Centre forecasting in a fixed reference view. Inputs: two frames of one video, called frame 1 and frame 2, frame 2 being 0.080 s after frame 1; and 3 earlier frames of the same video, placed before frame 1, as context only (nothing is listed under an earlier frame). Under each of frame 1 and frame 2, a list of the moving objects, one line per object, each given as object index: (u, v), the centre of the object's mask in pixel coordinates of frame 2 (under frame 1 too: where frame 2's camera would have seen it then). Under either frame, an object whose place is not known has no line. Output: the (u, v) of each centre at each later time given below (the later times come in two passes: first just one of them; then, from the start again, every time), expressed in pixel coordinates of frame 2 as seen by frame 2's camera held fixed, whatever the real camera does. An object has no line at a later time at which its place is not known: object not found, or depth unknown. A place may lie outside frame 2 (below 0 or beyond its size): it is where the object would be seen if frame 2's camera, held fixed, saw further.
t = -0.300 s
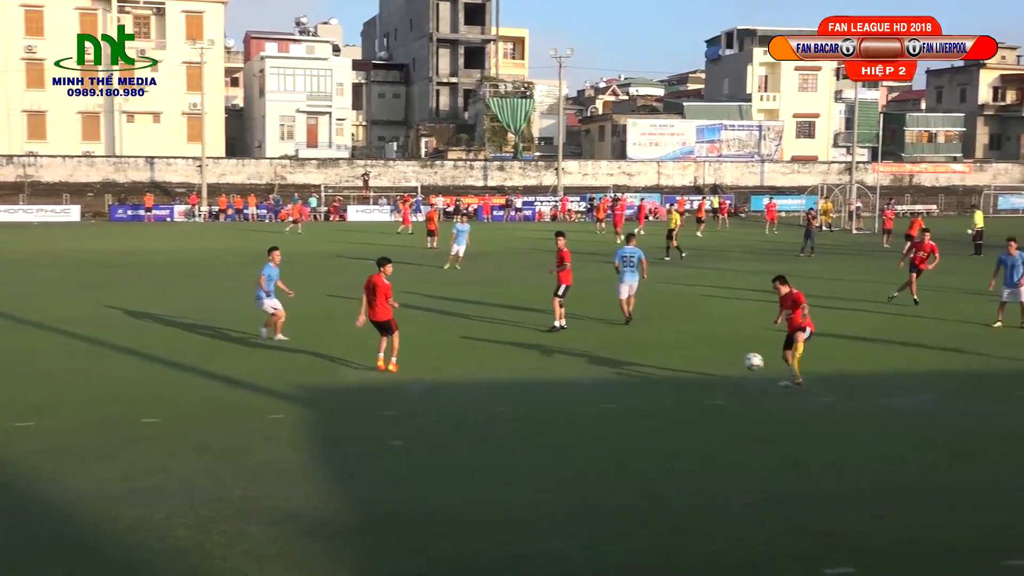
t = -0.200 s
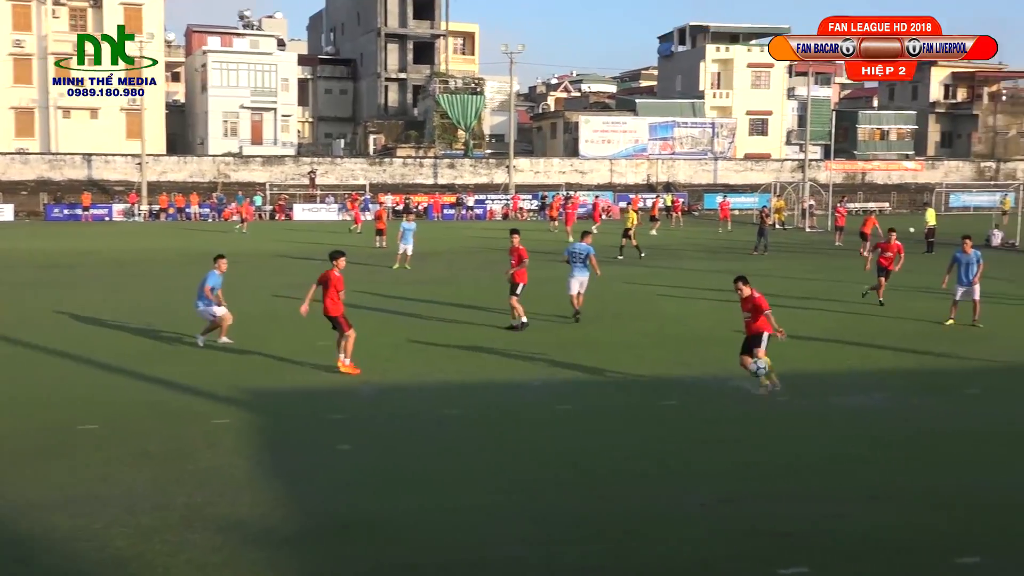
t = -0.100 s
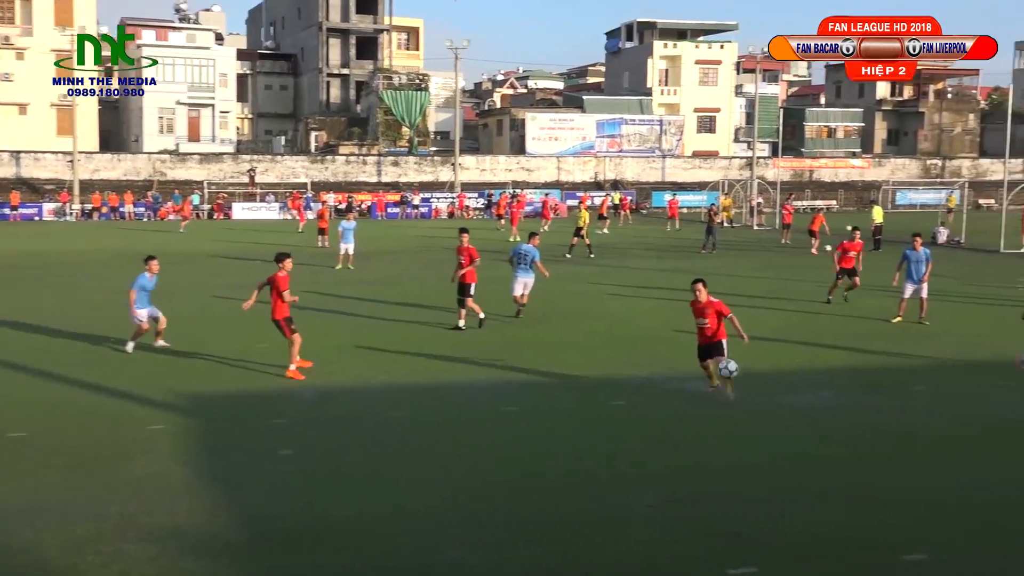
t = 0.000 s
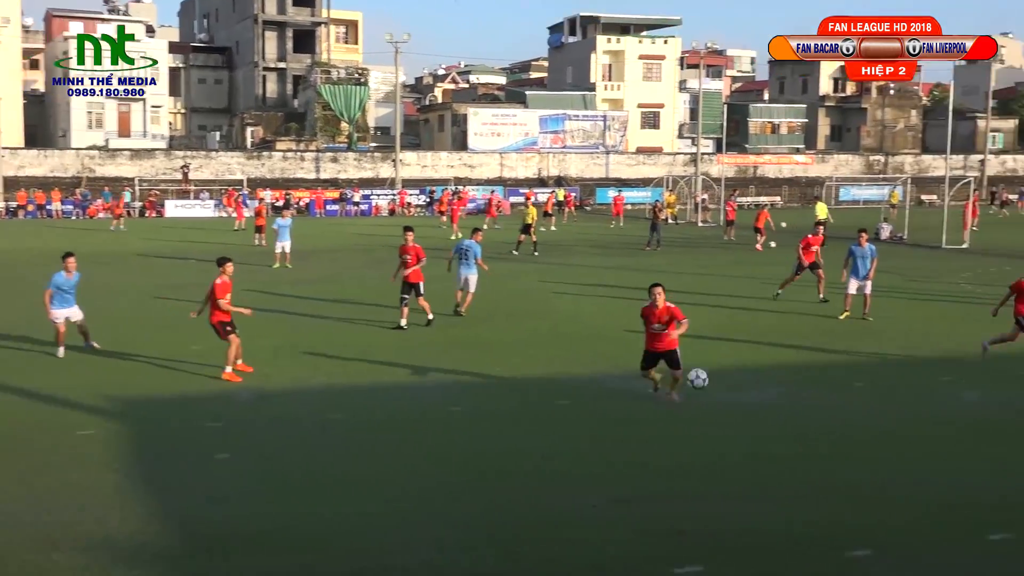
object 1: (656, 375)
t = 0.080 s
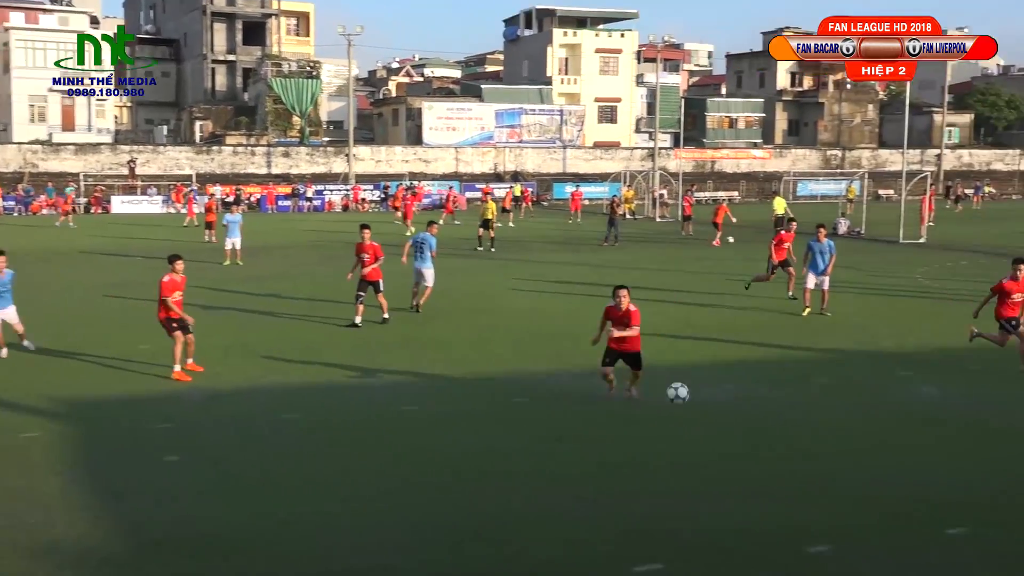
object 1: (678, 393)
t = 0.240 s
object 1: (728, 455)
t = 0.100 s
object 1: (683, 399)
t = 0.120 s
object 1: (690, 405)
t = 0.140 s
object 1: (696, 412)
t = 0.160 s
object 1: (702, 419)
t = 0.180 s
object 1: (709, 427)
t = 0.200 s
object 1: (715, 436)
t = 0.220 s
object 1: (721, 445)
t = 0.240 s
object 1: (728, 455)
